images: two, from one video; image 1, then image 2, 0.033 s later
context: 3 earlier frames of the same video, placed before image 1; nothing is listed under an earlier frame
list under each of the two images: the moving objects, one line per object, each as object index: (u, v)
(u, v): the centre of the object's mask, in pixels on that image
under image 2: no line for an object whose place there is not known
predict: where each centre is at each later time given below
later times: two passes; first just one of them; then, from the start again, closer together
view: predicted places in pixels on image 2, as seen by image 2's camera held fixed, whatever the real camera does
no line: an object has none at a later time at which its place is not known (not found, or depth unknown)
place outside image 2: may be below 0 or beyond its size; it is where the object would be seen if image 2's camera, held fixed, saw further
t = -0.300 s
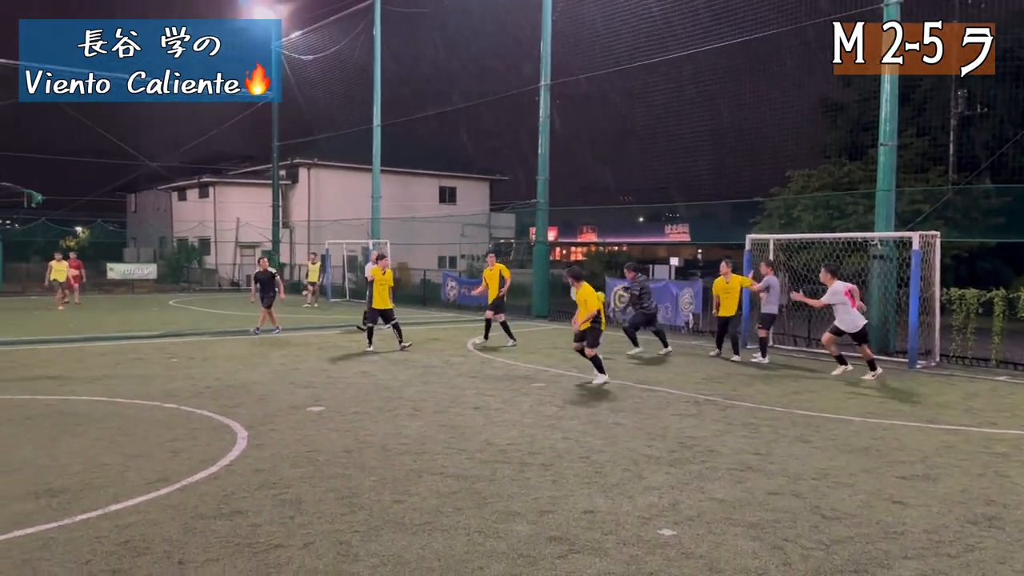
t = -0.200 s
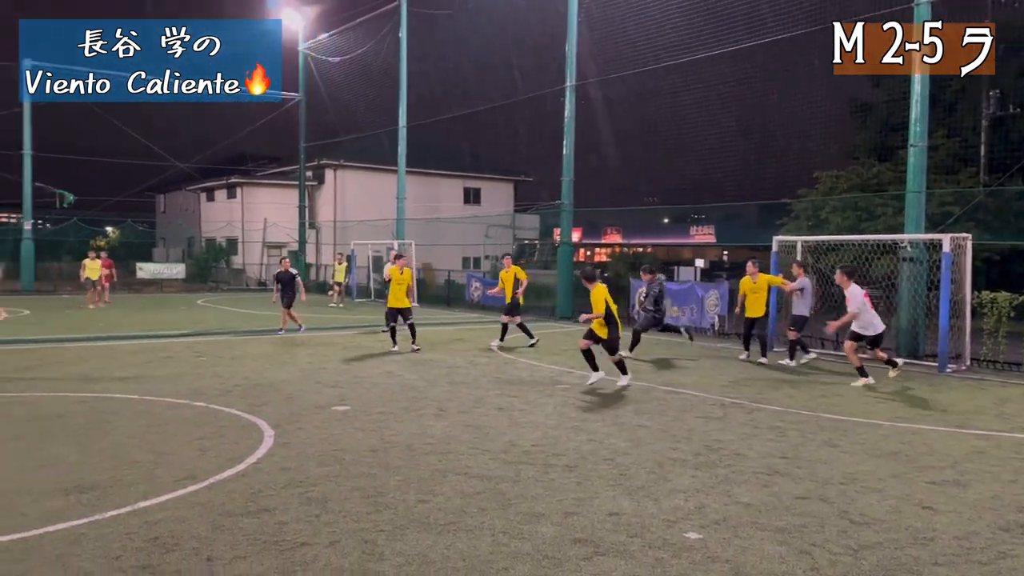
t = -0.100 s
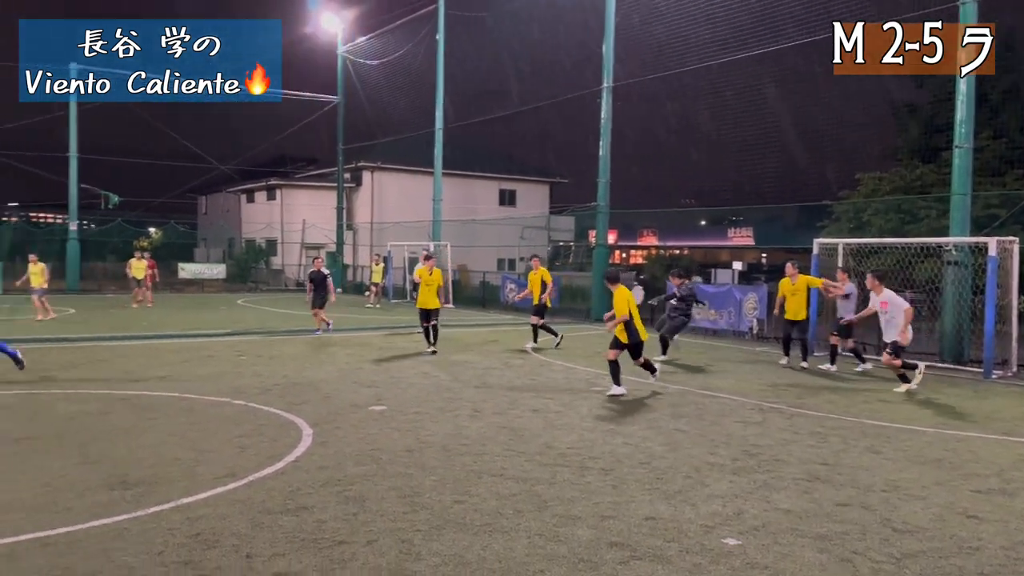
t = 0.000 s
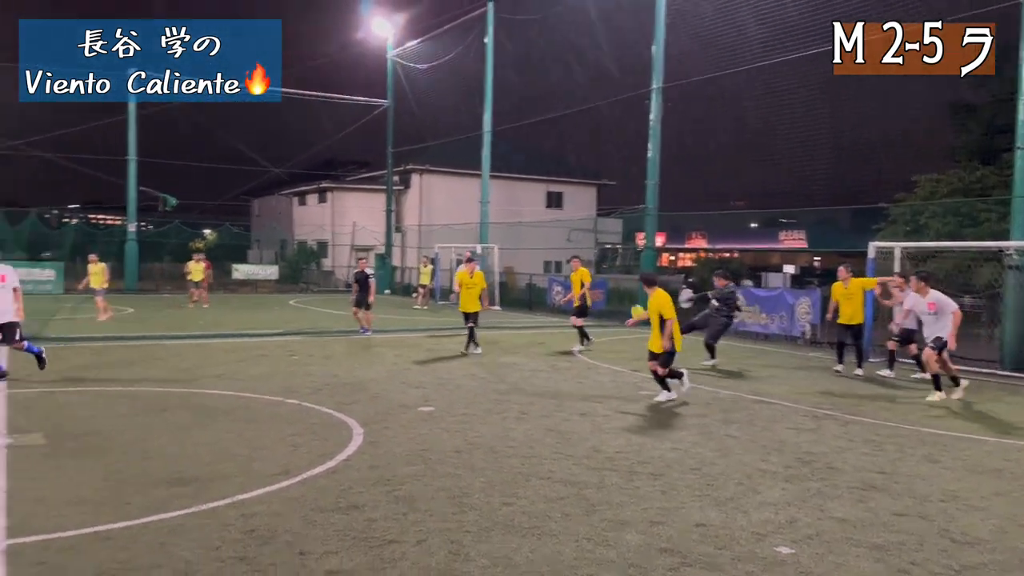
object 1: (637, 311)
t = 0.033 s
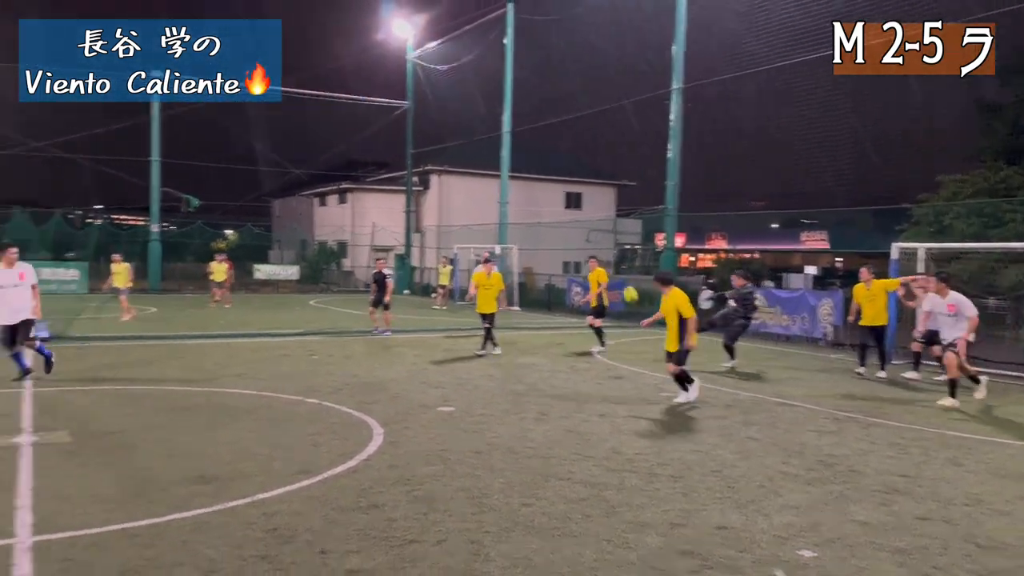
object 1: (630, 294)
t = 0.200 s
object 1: (475, 198)
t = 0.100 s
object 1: (573, 256)
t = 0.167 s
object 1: (509, 217)
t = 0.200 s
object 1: (475, 198)
